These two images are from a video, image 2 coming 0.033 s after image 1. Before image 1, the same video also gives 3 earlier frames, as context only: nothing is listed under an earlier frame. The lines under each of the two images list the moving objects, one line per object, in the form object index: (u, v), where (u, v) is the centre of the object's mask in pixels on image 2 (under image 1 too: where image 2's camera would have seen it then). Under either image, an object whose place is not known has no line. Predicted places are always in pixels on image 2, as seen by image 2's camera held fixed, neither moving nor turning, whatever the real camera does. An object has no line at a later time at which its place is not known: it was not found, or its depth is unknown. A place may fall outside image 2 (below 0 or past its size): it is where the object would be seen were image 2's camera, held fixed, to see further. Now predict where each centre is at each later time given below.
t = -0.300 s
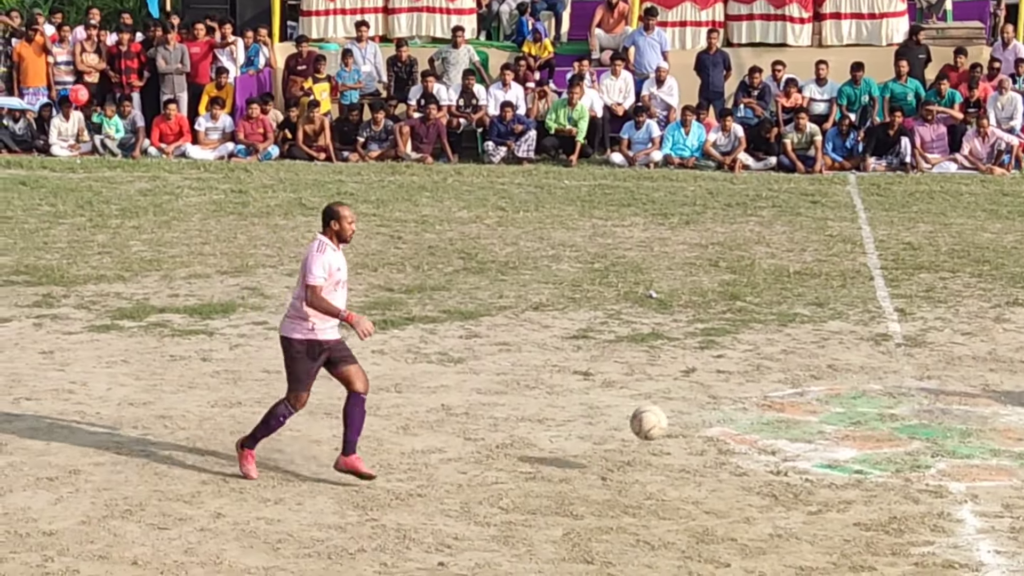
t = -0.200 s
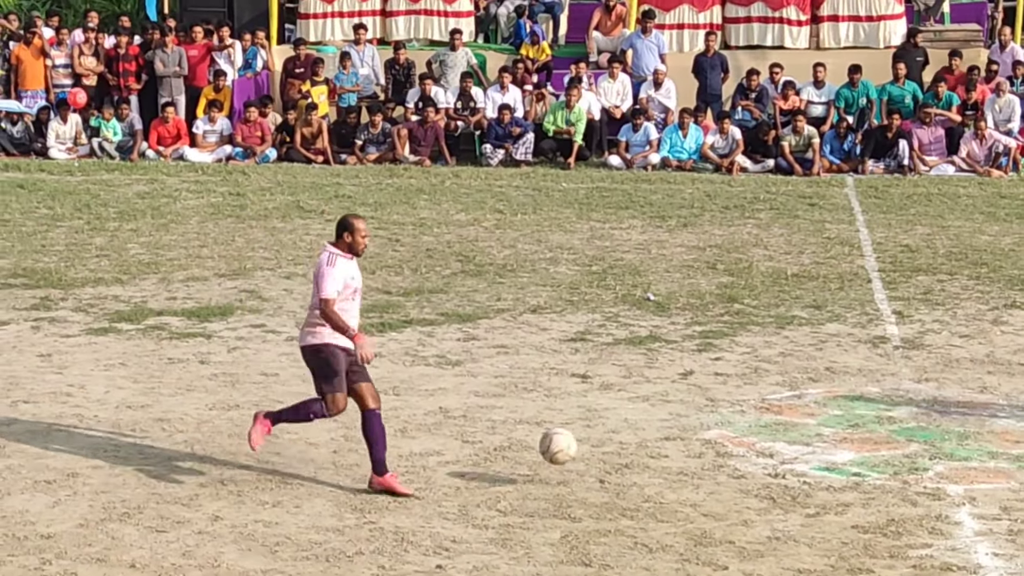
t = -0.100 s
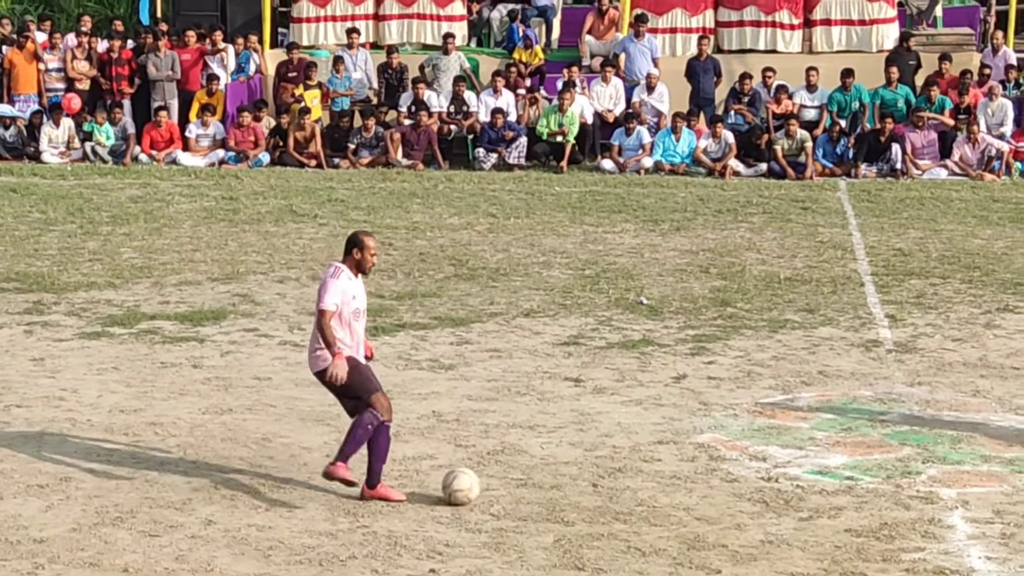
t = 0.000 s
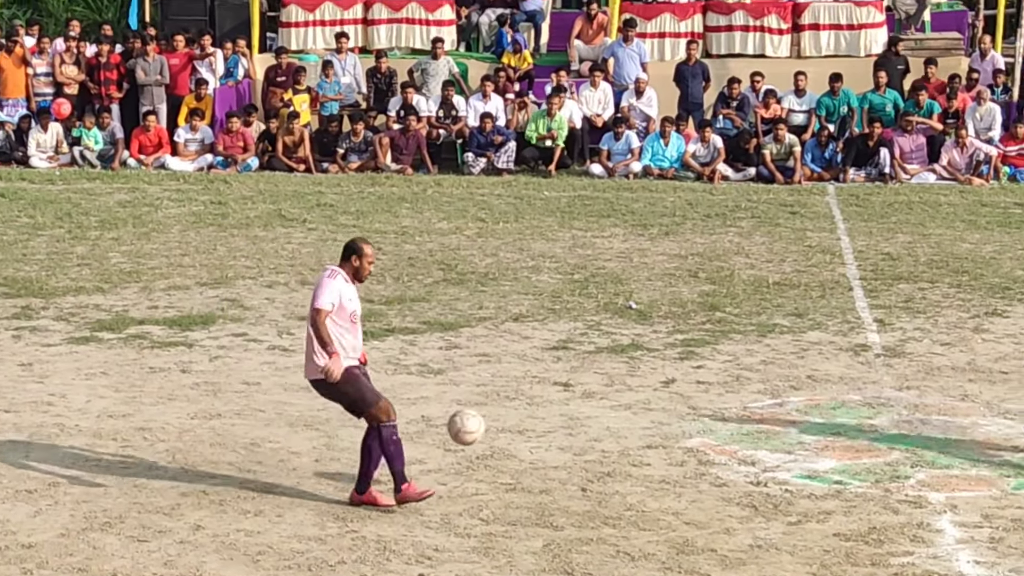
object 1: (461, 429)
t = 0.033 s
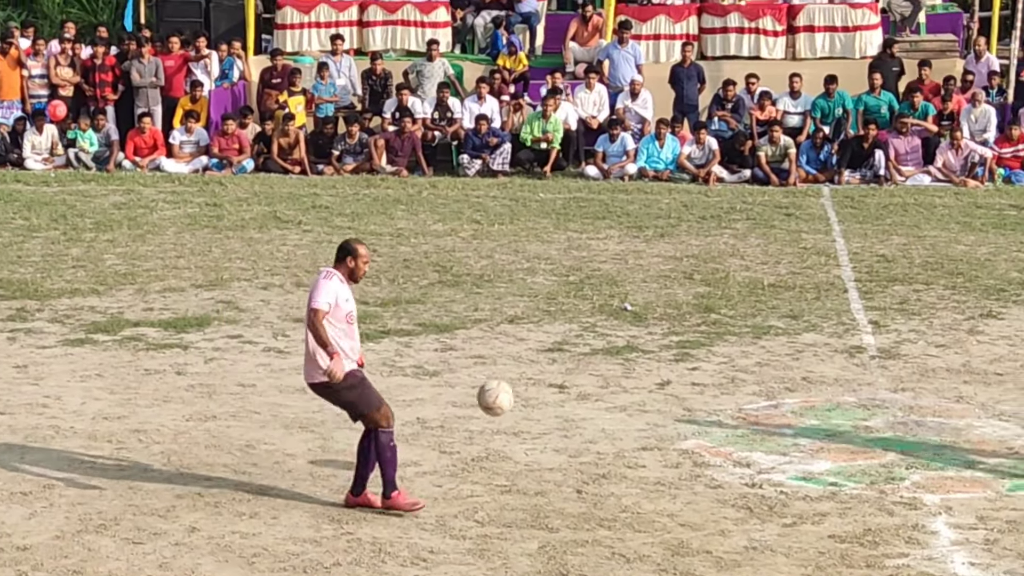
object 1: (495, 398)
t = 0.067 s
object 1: (528, 369)
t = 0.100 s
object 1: (560, 343)
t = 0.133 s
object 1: (590, 319)
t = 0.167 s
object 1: (618, 299)
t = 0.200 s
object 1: (644, 280)
